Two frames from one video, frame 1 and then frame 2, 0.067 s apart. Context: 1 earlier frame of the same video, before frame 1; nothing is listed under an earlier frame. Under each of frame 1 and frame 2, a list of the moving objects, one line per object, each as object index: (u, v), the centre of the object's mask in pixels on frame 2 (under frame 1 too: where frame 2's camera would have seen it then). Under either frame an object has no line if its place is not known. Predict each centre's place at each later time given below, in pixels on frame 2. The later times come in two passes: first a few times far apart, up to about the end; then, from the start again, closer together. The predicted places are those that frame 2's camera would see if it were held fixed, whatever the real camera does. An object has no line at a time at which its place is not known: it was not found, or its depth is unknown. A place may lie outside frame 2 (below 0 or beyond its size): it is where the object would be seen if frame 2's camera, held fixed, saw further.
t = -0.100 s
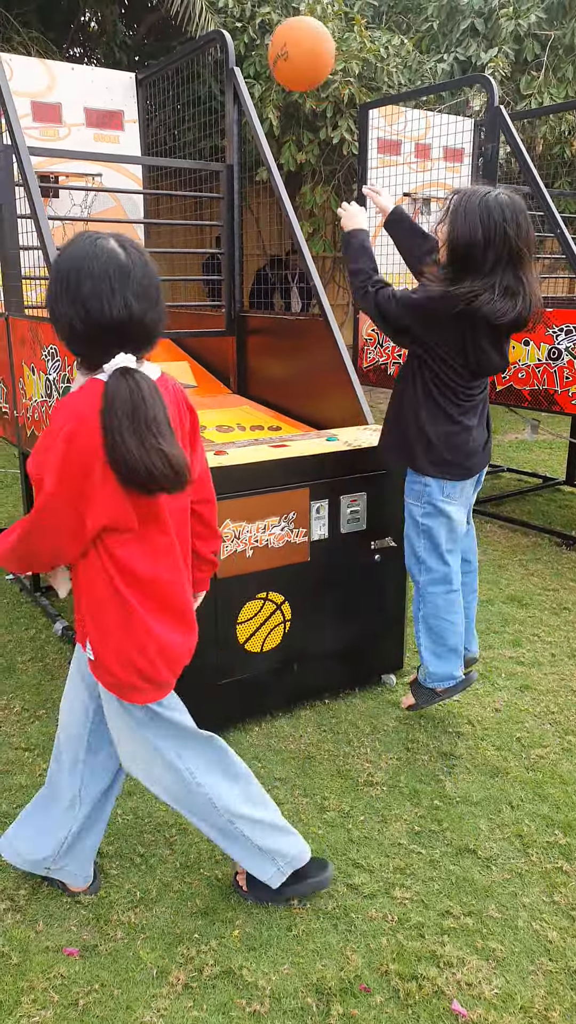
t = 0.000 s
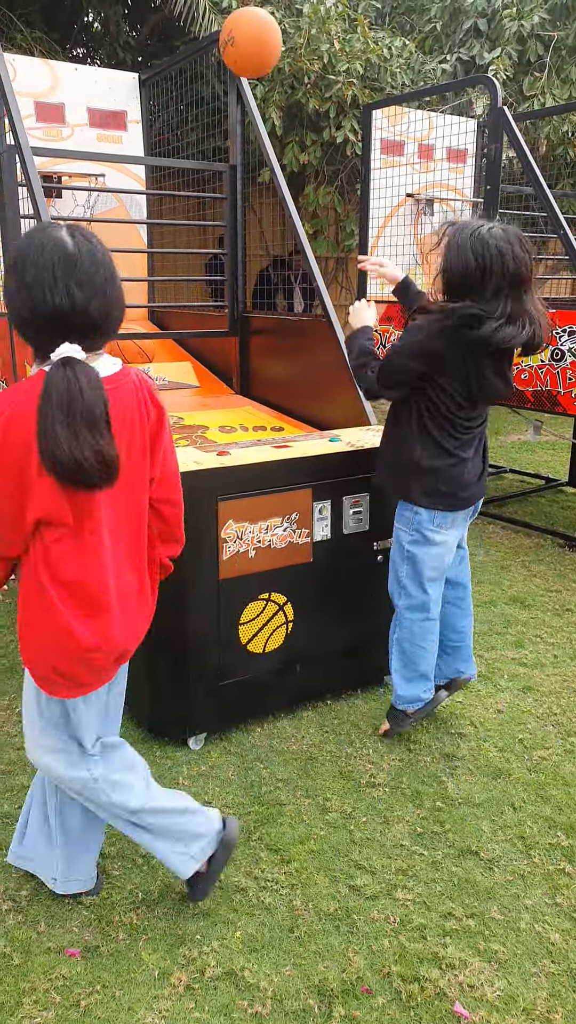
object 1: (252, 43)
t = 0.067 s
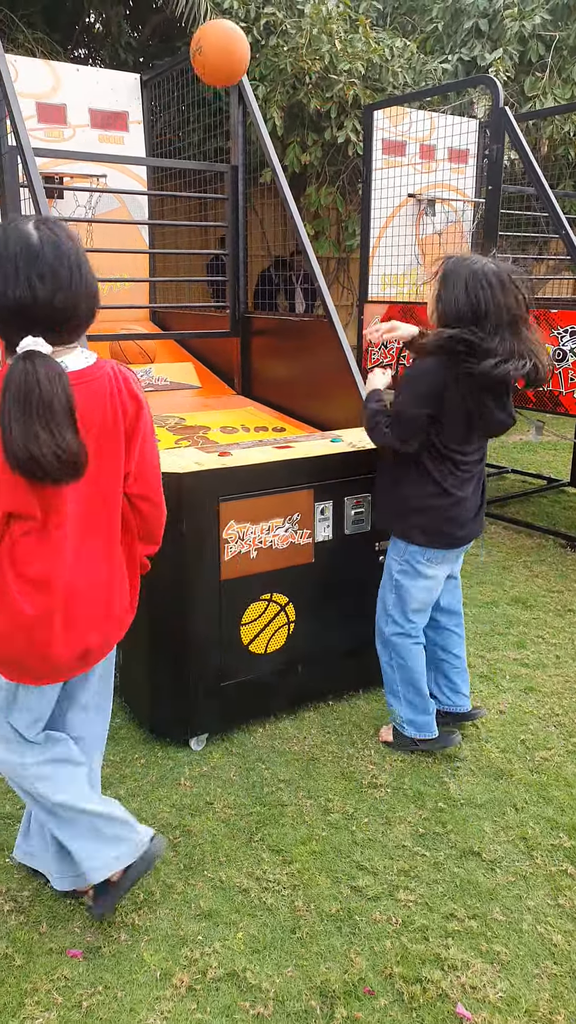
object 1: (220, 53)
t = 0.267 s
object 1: (142, 140)
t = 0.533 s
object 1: (90, 299)
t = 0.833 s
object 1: (91, 218)
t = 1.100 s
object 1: (122, 319)
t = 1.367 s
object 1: (152, 307)
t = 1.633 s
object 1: (193, 347)
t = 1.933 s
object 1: (176, 346)
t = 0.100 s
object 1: (205, 63)
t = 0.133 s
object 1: (191, 76)
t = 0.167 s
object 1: (178, 90)
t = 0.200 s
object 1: (165, 107)
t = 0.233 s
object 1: (154, 126)
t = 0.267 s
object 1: (142, 140)
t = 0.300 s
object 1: (132, 170)
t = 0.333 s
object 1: (122, 194)
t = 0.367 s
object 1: (112, 220)
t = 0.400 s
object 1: (103, 247)
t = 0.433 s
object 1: (96, 273)
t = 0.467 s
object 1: (93, 300)
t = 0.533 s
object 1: (90, 299)
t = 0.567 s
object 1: (85, 277)
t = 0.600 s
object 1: (84, 259)
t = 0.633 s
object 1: (84, 245)
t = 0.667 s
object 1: (84, 234)
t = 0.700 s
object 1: (84, 226)
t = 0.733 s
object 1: (85, 218)
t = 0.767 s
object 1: (87, 216)
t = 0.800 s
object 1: (88, 216)
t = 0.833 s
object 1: (91, 218)
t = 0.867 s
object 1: (93, 225)
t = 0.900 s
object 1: (97, 230)
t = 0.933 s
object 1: (101, 242)
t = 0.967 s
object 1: (106, 252)
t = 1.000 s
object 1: (109, 271)
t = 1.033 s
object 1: (112, 287)
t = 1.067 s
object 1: (119, 303)
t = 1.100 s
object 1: (122, 319)
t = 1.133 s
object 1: (126, 320)
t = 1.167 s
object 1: (131, 318)
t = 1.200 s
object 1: (135, 309)
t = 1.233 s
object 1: (138, 306)
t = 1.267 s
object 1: (141, 304)
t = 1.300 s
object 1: (145, 304)
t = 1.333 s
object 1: (148, 305)
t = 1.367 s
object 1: (152, 307)
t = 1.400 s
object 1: (157, 312)
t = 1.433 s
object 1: (163, 314)
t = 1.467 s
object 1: (169, 316)
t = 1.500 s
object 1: (176, 325)
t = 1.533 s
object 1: (184, 331)
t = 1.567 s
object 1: (191, 344)
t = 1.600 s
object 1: (198, 352)
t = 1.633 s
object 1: (193, 347)
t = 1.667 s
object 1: (186, 346)
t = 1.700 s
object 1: (181, 346)
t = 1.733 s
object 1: (179, 345)
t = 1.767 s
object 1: (177, 345)
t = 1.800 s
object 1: (176, 345)
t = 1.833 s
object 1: (176, 346)
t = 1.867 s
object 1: (176, 345)
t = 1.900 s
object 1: (176, 346)
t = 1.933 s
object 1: (176, 346)
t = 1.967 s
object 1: (177, 346)
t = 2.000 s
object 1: (178, 346)
